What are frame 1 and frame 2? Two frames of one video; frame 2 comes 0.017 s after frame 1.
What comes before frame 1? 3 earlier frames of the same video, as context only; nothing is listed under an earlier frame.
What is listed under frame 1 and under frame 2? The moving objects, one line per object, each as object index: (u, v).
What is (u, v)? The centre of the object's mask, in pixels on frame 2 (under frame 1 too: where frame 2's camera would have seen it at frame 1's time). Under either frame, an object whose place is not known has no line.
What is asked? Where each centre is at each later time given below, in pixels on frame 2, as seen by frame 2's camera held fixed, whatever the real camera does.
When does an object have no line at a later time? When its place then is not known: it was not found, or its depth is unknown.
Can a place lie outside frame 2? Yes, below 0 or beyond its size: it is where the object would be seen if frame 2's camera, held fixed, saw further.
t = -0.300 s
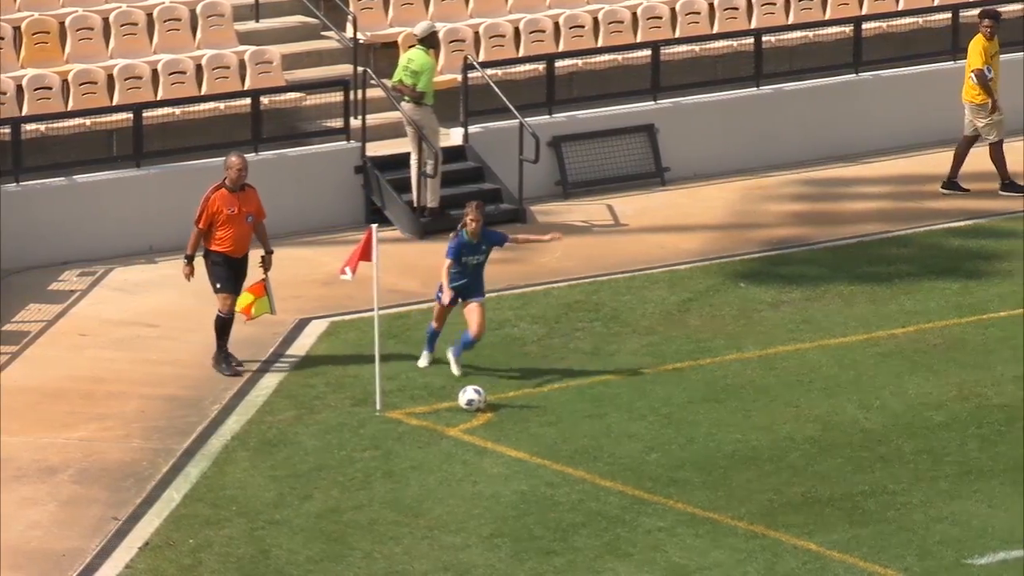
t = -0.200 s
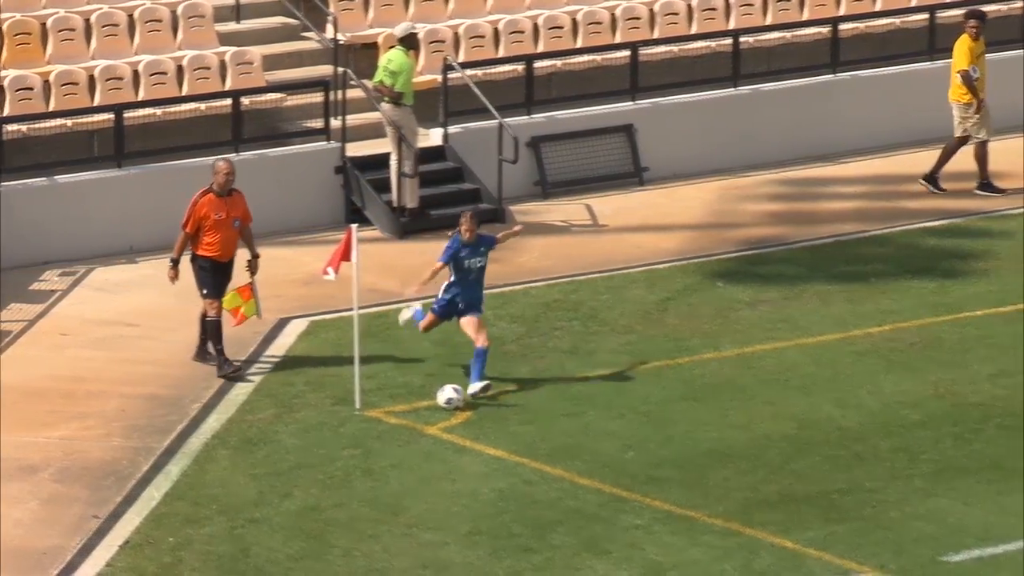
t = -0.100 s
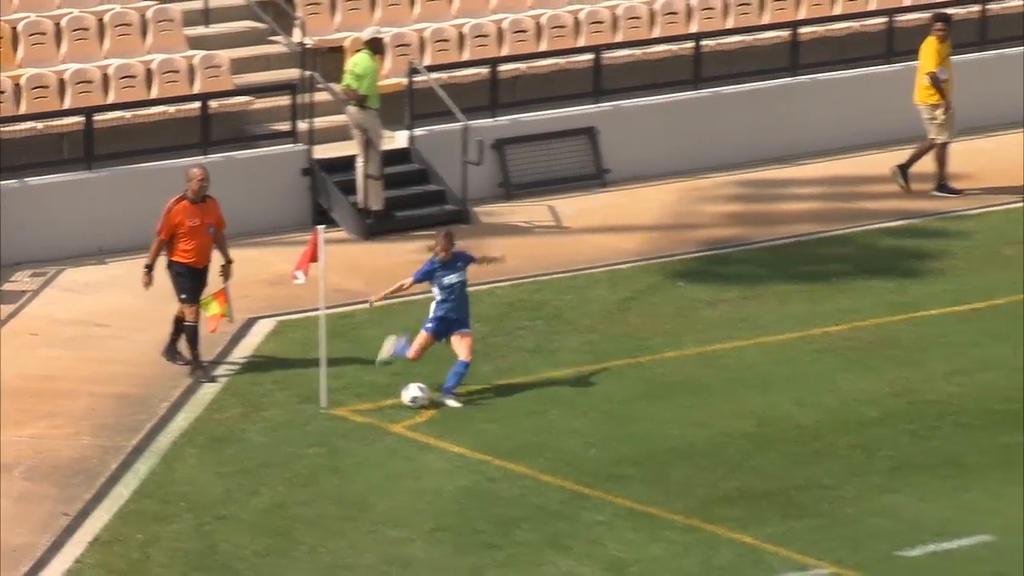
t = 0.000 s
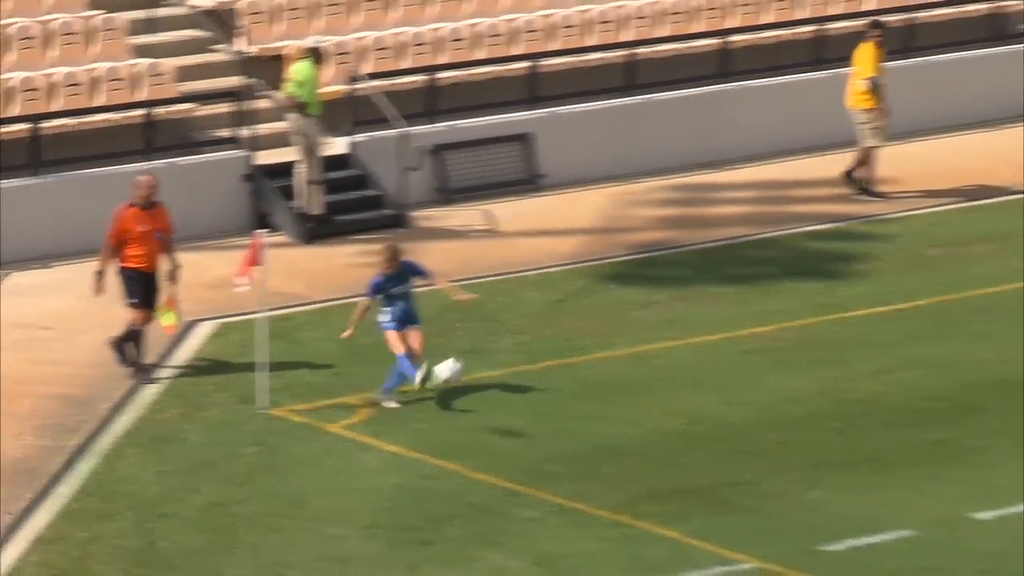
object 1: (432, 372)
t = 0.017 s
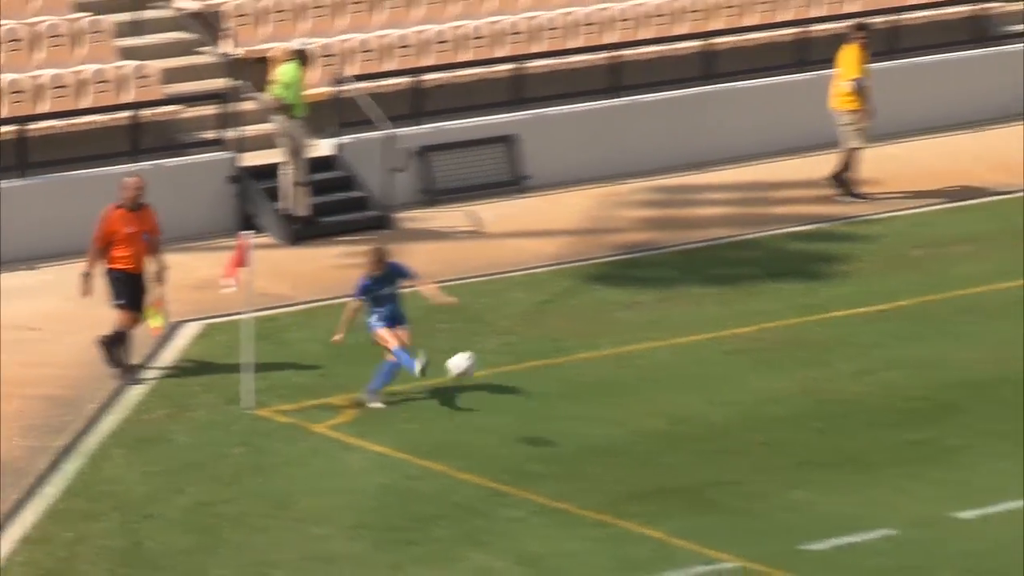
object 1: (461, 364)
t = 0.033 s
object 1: (490, 358)
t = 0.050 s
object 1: (519, 350)
